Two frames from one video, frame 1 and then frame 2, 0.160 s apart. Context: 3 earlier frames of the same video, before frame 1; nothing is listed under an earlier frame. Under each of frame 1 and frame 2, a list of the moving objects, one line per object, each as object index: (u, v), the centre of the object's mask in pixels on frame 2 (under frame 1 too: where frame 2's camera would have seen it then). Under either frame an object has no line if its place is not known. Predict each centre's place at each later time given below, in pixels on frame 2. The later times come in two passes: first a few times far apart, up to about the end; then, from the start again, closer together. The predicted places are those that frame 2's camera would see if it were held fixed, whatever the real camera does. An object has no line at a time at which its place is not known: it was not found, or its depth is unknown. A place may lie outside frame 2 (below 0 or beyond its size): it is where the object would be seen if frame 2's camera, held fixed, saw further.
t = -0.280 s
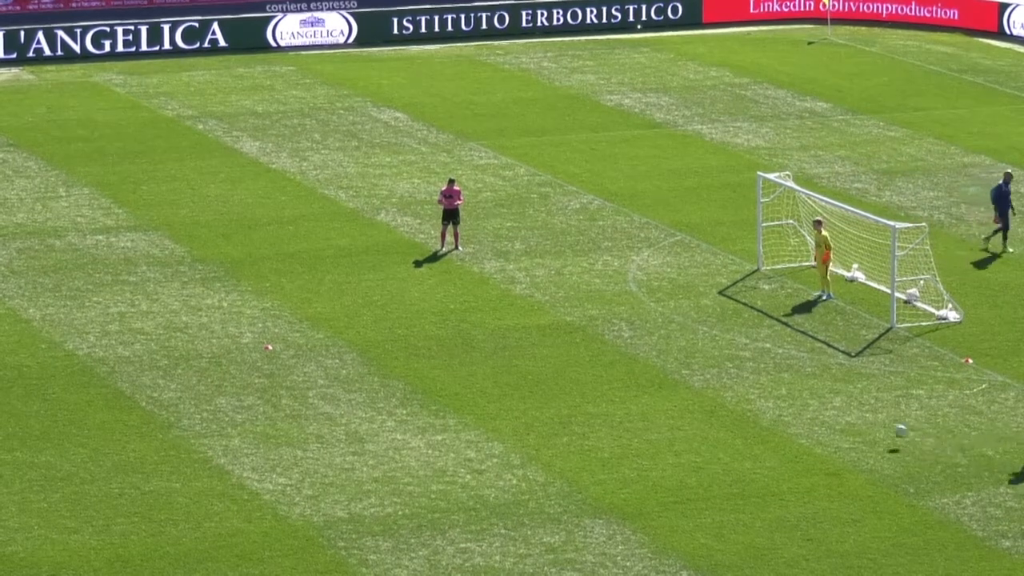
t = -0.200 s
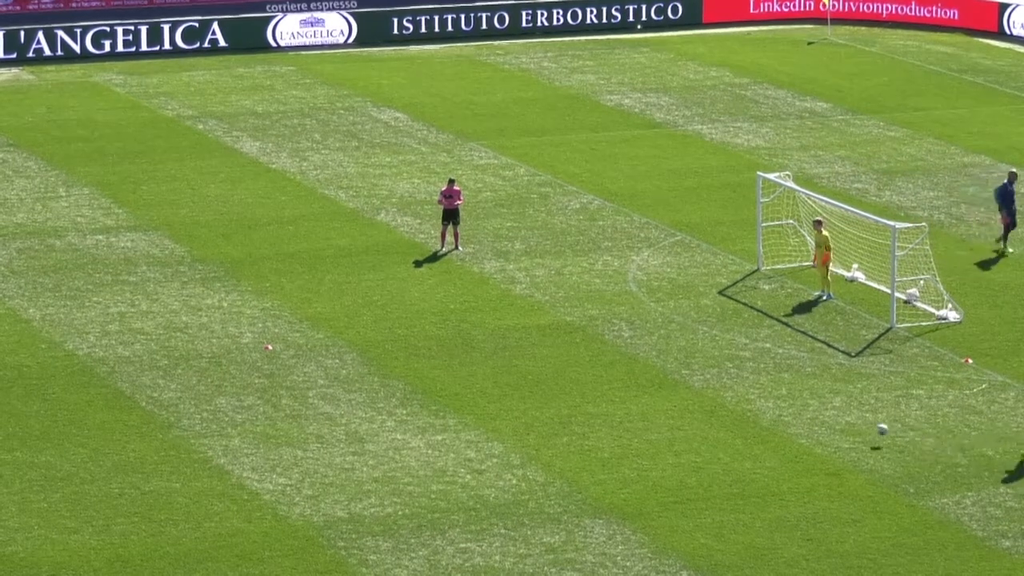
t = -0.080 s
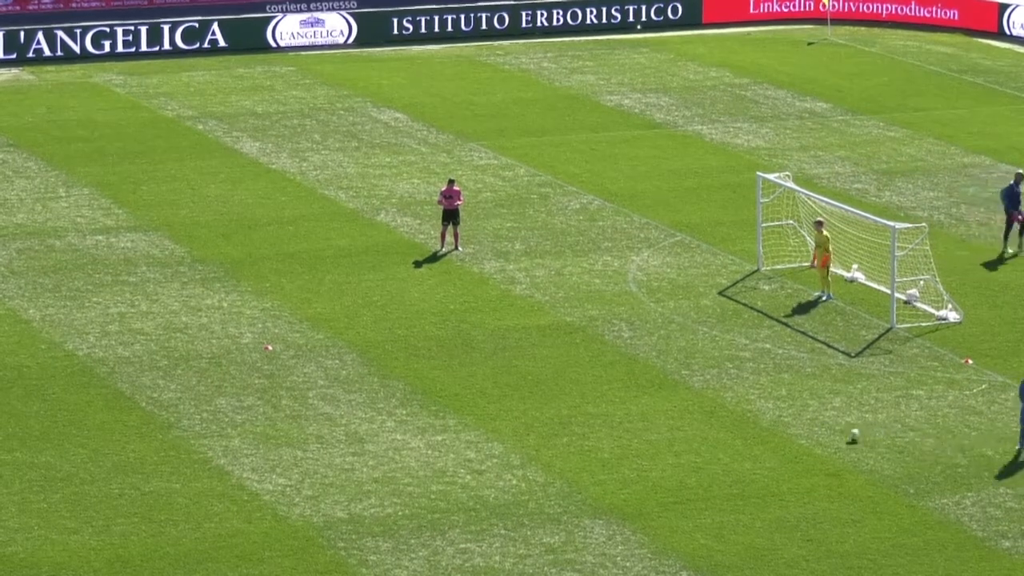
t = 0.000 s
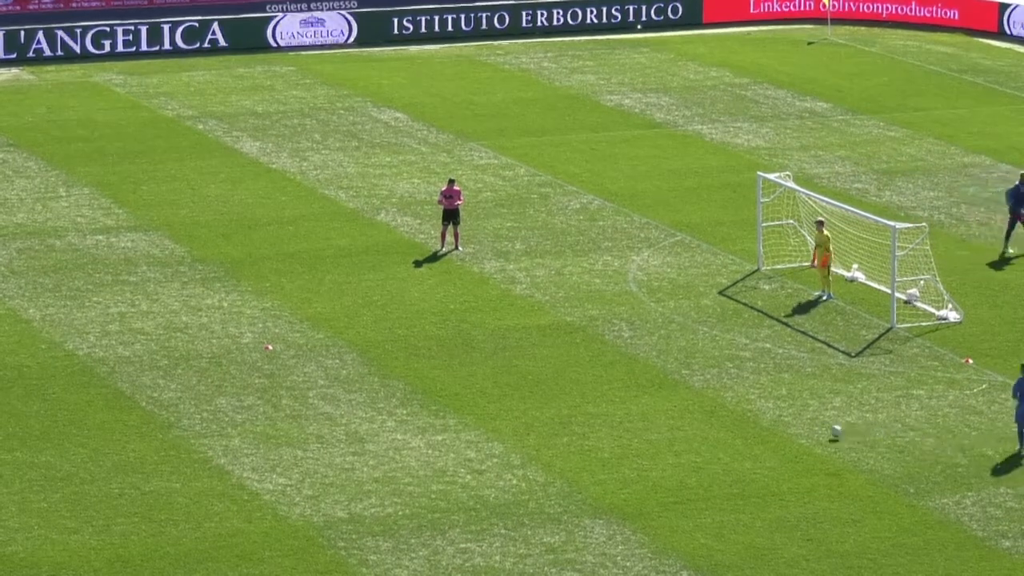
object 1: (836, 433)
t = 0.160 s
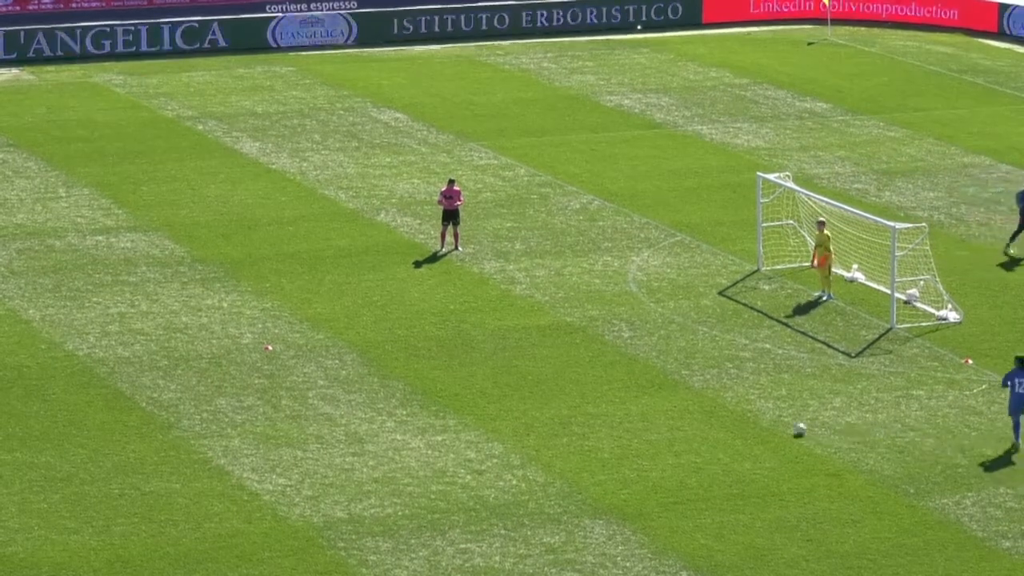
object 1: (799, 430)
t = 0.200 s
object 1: (790, 430)
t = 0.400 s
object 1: (749, 424)
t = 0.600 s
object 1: (710, 419)
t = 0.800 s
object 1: (674, 415)
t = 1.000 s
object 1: (641, 411)
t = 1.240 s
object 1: (604, 407)
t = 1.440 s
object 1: (575, 404)
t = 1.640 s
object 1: (548, 401)
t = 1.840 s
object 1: (523, 400)
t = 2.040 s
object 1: (499, 397)
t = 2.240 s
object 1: (477, 395)
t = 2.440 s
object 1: (458, 394)
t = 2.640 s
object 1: (440, 392)
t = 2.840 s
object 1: (424, 391)
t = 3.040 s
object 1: (409, 390)
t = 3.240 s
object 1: (397, 389)
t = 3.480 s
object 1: (384, 388)
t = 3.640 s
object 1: (376, 388)
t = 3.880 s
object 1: (366, 387)
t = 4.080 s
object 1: (361, 387)
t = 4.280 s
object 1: (354, 387)
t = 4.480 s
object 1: (352, 387)
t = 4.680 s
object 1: (350, 387)
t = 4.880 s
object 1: (350, 387)
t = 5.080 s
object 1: (350, 387)
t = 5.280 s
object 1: (350, 387)
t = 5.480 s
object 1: (350, 387)
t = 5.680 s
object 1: (350, 388)
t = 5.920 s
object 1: (350, 387)
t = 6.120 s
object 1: (350, 388)
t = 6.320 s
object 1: (350, 388)
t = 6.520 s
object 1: (350, 388)
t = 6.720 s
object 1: (350, 388)
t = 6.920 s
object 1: (350, 388)
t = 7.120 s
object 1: (350, 388)
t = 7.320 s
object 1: (350, 388)
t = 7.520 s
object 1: (350, 388)
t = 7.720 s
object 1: (350, 388)
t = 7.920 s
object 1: (350, 388)
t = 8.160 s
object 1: (350, 388)
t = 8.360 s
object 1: (350, 388)
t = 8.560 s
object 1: (350, 388)
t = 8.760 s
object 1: (350, 388)
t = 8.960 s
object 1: (350, 388)
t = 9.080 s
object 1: (350, 388)
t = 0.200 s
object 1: (790, 430)
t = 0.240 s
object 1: (783, 428)
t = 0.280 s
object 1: (774, 427)
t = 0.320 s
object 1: (766, 426)
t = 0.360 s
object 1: (757, 425)
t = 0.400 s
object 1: (749, 424)
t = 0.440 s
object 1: (741, 423)
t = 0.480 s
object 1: (734, 421)
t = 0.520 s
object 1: (725, 421)
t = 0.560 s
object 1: (718, 420)
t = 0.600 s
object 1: (710, 419)
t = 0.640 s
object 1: (703, 418)
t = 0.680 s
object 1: (696, 417)
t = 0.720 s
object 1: (689, 417)
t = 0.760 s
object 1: (682, 416)
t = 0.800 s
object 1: (674, 415)
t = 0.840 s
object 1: (668, 413)
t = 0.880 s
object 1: (661, 413)
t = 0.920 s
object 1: (654, 413)
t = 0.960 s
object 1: (648, 411)
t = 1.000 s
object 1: (641, 411)
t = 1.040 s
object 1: (634, 410)
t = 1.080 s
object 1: (628, 409)
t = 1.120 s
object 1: (622, 409)
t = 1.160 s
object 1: (615, 408)
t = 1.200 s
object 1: (610, 408)
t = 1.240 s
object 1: (604, 407)
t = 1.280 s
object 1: (598, 406)
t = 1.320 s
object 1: (593, 406)
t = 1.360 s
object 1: (587, 405)
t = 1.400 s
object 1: (580, 404)
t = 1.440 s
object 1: (575, 404)
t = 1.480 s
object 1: (569, 403)
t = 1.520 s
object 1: (563, 403)
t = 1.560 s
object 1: (558, 403)
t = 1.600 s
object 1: (553, 402)
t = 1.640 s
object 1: (548, 401)
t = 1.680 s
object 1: (543, 401)
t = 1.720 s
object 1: (537, 401)
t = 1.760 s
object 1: (532, 400)
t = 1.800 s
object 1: (528, 400)
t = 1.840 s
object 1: (523, 400)
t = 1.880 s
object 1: (518, 399)
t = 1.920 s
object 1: (513, 399)
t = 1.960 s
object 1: (509, 398)
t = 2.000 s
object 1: (504, 398)
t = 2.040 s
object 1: (499, 397)
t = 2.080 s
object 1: (495, 397)
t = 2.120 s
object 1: (491, 397)
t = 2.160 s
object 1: (486, 396)
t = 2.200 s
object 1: (482, 396)
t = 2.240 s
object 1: (477, 395)
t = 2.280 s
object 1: (473, 395)
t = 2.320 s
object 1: (470, 395)
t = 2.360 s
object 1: (465, 395)
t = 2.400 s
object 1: (461, 394)
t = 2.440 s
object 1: (458, 394)
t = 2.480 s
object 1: (454, 393)
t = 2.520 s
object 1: (450, 393)
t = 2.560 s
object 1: (447, 393)
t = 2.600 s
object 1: (443, 393)
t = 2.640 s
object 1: (440, 392)
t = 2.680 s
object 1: (437, 392)
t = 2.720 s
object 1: (433, 391)
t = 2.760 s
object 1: (431, 391)
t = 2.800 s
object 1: (428, 391)
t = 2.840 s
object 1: (424, 391)
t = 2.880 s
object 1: (421, 391)
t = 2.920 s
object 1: (418, 390)
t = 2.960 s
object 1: (415, 390)
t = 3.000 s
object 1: (412, 390)
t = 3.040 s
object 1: (409, 390)
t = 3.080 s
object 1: (407, 390)
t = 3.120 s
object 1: (405, 389)
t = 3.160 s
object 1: (402, 389)
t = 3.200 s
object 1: (399, 389)
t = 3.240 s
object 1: (397, 389)
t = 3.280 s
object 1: (395, 389)
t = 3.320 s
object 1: (393, 389)
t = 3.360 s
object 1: (390, 389)
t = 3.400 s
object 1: (387, 389)
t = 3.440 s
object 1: (385, 388)
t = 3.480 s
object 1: (384, 388)
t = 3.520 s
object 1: (382, 388)
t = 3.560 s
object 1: (380, 388)
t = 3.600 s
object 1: (377, 388)
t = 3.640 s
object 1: (376, 388)
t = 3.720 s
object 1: (372, 388)
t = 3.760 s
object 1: (371, 388)
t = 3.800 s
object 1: (369, 388)
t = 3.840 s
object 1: (368, 387)
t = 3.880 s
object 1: (366, 387)
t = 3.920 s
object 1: (365, 388)
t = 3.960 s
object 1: (363, 388)
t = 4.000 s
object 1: (362, 388)
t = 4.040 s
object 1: (362, 387)
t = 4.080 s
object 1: (361, 387)
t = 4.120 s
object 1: (359, 387)
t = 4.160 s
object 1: (358, 387)
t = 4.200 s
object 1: (356, 387)
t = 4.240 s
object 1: (355, 388)
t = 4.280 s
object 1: (354, 387)
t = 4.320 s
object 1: (353, 387)
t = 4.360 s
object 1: (353, 387)
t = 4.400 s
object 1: (352, 387)
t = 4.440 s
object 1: (352, 387)
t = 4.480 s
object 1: (352, 387)
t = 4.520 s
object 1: (351, 387)
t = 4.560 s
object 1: (351, 387)
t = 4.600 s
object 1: (350, 387)
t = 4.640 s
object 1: (350, 387)
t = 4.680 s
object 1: (350, 387)
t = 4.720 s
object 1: (350, 387)
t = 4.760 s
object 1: (350, 387)
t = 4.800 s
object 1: (350, 387)
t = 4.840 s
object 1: (350, 387)
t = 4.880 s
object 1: (350, 387)
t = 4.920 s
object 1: (350, 387)
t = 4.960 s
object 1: (350, 387)
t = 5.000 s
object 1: (350, 387)
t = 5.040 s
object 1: (350, 387)
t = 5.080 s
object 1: (350, 387)
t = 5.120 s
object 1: (351, 387)
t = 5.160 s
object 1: (350, 387)
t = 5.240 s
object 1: (350, 387)
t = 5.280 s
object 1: (350, 387)
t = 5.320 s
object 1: (350, 387)
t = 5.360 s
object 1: (350, 387)
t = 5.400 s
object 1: (350, 387)
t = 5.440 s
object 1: (350, 387)
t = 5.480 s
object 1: (350, 387)
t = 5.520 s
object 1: (350, 388)
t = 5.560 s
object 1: (350, 388)
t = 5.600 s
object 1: (350, 388)
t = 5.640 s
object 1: (350, 388)
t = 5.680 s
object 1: (350, 388)
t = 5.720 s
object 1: (350, 388)
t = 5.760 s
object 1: (350, 388)
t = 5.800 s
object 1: (350, 388)
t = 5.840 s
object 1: (350, 388)
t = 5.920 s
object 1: (350, 387)
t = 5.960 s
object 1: (350, 387)
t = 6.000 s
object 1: (350, 387)
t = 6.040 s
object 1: (350, 387)
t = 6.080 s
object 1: (350, 388)
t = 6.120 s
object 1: (350, 388)
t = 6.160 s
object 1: (350, 388)
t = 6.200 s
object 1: (350, 388)
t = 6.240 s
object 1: (350, 388)
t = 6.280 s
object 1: (350, 388)
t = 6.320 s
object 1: (350, 388)
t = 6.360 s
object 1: (350, 388)
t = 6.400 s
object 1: (350, 388)
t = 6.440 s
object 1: (350, 388)
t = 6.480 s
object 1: (350, 388)
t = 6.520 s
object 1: (350, 388)
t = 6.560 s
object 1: (350, 388)
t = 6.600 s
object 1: (350, 388)
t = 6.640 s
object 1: (350, 388)
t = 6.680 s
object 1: (350, 388)
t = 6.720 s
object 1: (350, 388)
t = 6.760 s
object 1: (350, 388)
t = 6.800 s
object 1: (350, 388)
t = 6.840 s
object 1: (350, 388)
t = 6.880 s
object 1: (350, 388)
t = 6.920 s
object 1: (350, 388)
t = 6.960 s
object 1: (350, 388)
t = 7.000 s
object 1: (350, 388)
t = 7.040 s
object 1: (350, 388)
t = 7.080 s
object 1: (350, 388)
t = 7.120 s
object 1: (350, 388)
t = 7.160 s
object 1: (350, 388)
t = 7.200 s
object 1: (350, 388)
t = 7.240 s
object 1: (350, 388)
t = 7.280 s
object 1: (350, 388)
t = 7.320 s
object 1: (350, 388)
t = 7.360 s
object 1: (350, 388)
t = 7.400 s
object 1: (350, 388)
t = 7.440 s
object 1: (350, 388)
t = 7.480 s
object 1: (350, 388)
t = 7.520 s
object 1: (350, 388)
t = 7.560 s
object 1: (350, 388)
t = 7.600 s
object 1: (350, 388)
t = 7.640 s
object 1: (350, 388)
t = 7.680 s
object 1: (350, 388)
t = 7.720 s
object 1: (350, 388)
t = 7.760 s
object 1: (350, 388)
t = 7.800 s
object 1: (350, 388)
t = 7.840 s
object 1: (350, 388)
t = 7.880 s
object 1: (351, 388)
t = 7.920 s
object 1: (350, 388)
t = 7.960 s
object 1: (350, 388)
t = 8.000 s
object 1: (350, 388)
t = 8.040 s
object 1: (351, 388)
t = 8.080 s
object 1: (350, 388)
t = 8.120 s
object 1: (350, 388)
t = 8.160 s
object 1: (350, 388)
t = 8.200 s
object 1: (350, 388)
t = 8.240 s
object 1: (350, 388)
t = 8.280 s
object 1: (350, 388)
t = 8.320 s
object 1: (350, 388)
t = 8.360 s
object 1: (350, 388)
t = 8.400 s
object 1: (350, 388)
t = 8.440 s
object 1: (350, 388)
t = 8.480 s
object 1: (350, 388)
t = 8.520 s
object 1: (350, 387)
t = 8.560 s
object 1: (350, 388)
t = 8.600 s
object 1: (350, 387)
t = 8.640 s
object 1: (350, 388)
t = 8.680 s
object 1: (350, 388)
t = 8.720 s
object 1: (350, 388)
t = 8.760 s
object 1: (350, 388)
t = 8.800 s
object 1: (350, 388)
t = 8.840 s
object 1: (350, 388)
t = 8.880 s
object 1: (350, 388)
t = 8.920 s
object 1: (350, 388)
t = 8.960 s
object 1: (350, 388)
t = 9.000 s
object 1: (350, 388)
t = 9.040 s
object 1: (350, 388)
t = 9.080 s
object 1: (350, 388)
